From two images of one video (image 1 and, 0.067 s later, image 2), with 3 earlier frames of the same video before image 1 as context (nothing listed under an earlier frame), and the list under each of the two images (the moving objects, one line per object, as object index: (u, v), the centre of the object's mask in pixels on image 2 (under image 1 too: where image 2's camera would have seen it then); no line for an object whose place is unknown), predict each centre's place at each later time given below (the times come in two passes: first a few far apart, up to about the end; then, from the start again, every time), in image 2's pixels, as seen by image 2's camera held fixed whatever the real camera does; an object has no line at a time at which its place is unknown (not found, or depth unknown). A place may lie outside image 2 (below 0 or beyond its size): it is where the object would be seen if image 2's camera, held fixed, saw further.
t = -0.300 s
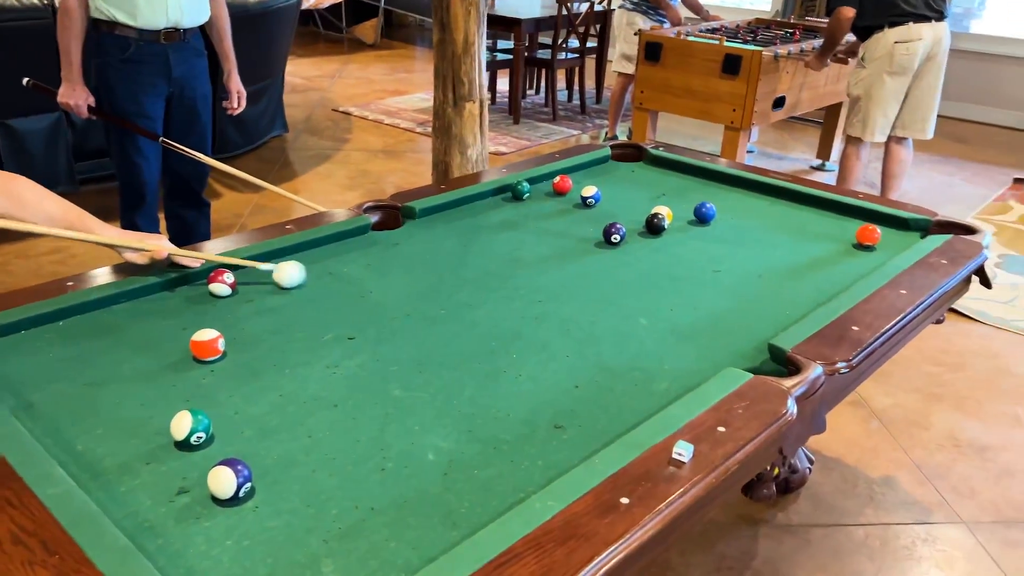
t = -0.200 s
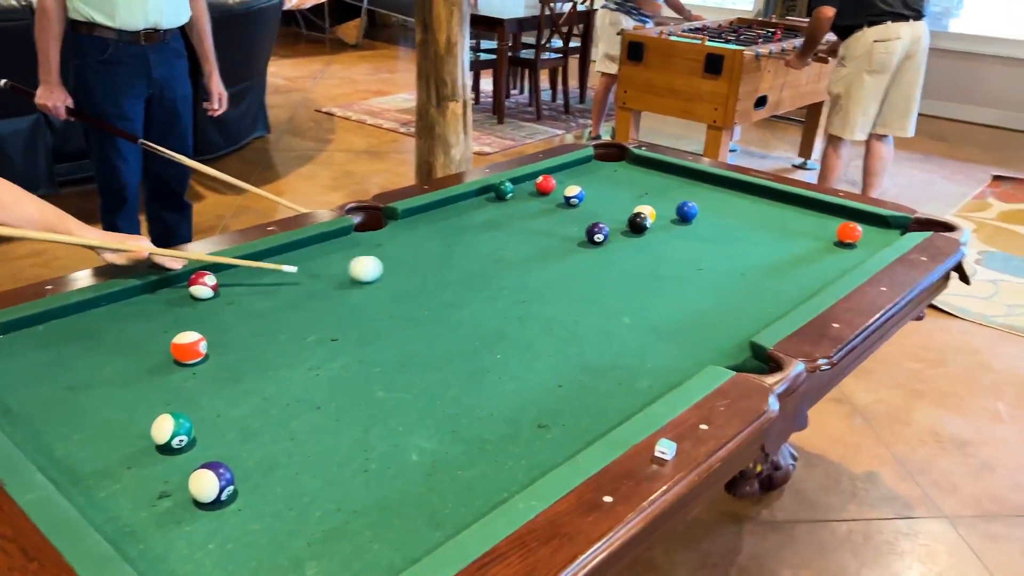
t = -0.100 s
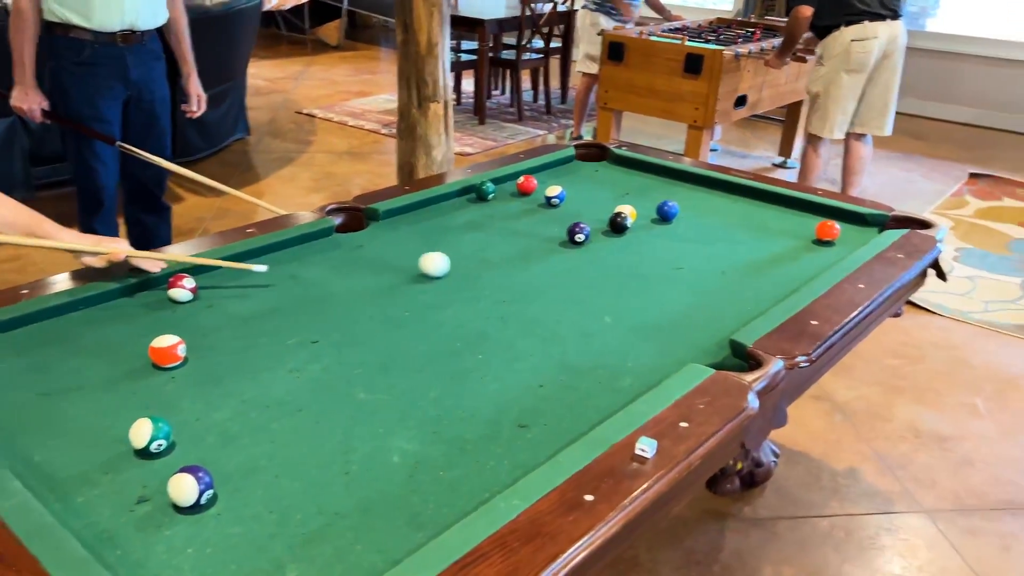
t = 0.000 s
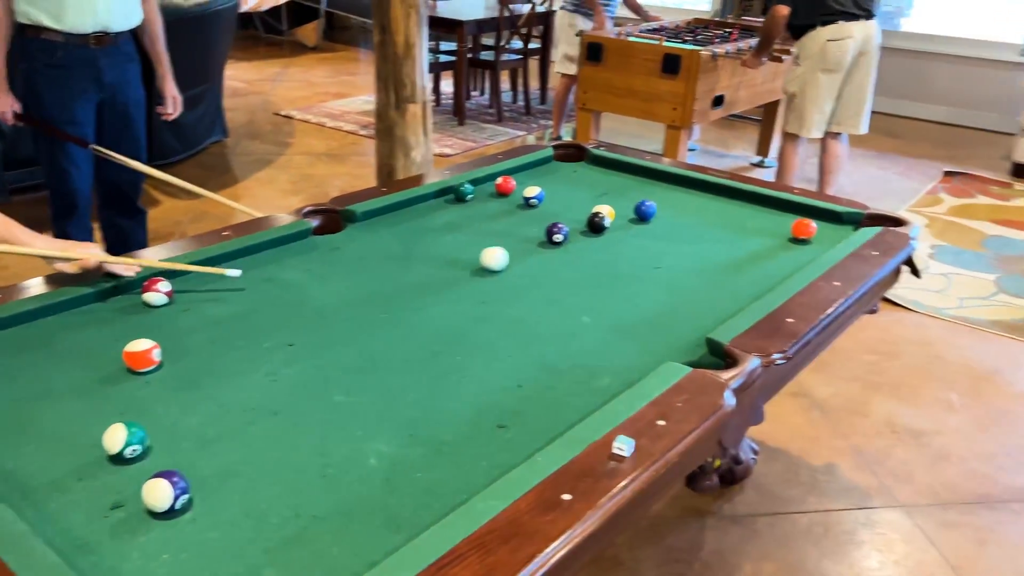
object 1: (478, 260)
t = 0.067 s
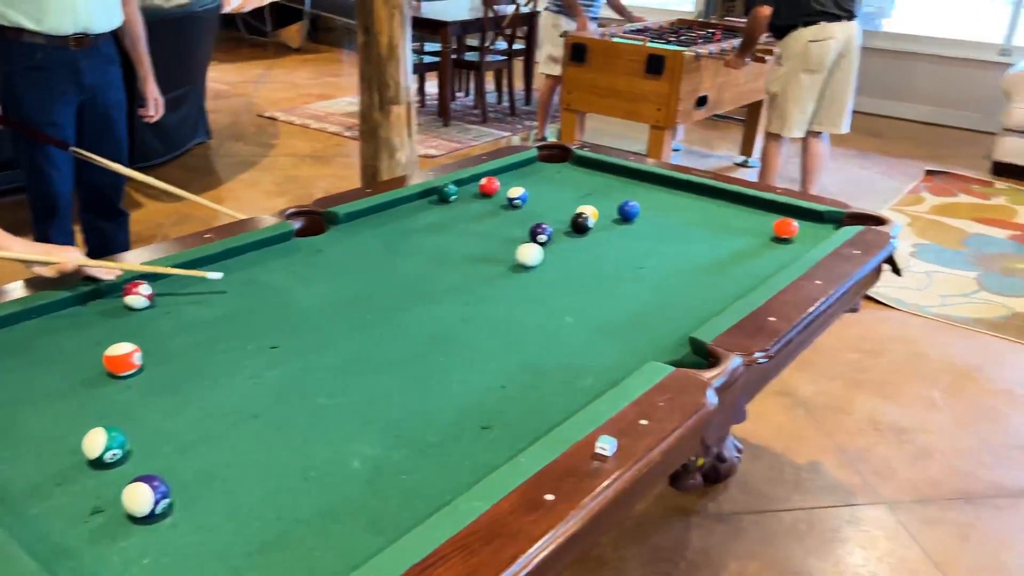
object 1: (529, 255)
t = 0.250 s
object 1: (659, 242)
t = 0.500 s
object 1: (774, 233)
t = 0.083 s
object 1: (542, 254)
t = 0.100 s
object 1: (555, 252)
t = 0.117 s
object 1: (566, 251)
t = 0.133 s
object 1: (579, 250)
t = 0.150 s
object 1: (590, 249)
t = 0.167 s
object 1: (603, 248)
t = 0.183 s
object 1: (614, 247)
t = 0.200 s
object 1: (625, 245)
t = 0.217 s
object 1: (637, 245)
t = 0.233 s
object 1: (648, 243)
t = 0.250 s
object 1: (659, 242)
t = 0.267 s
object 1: (671, 241)
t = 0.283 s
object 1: (682, 240)
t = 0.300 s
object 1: (693, 239)
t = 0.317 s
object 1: (703, 238)
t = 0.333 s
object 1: (714, 237)
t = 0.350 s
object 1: (725, 236)
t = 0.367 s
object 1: (735, 235)
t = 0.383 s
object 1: (746, 234)
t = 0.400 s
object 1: (756, 232)
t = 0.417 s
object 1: (765, 232)
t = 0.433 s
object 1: (769, 232)
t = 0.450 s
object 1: (769, 233)
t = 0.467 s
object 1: (771, 232)
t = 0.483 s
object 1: (772, 233)
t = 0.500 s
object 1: (774, 233)
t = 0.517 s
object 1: (777, 233)
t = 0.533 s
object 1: (780, 233)
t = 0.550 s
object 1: (782, 234)
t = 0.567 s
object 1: (784, 234)
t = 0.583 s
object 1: (787, 234)
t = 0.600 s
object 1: (791, 234)
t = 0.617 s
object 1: (793, 234)
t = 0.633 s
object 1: (797, 234)
